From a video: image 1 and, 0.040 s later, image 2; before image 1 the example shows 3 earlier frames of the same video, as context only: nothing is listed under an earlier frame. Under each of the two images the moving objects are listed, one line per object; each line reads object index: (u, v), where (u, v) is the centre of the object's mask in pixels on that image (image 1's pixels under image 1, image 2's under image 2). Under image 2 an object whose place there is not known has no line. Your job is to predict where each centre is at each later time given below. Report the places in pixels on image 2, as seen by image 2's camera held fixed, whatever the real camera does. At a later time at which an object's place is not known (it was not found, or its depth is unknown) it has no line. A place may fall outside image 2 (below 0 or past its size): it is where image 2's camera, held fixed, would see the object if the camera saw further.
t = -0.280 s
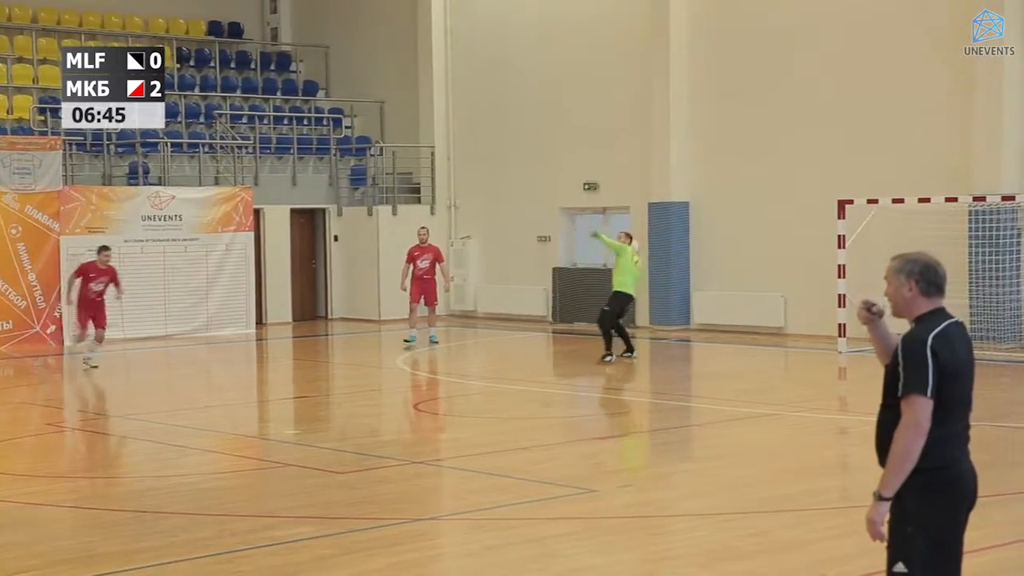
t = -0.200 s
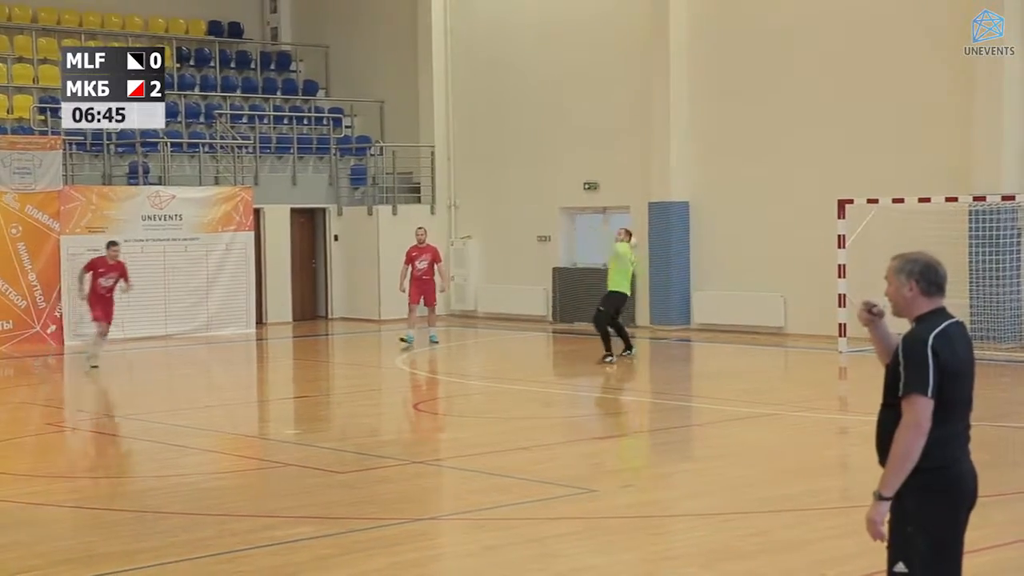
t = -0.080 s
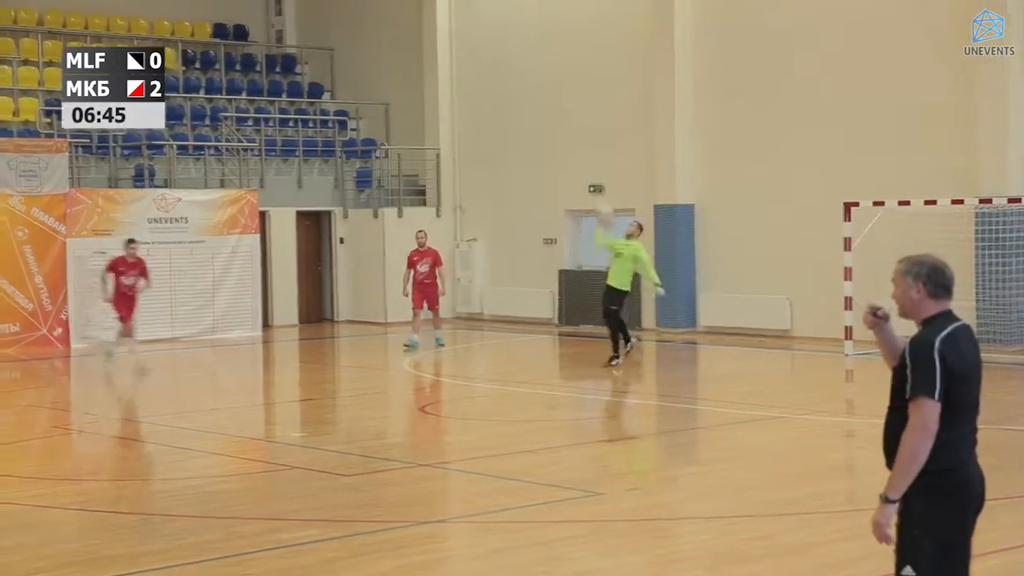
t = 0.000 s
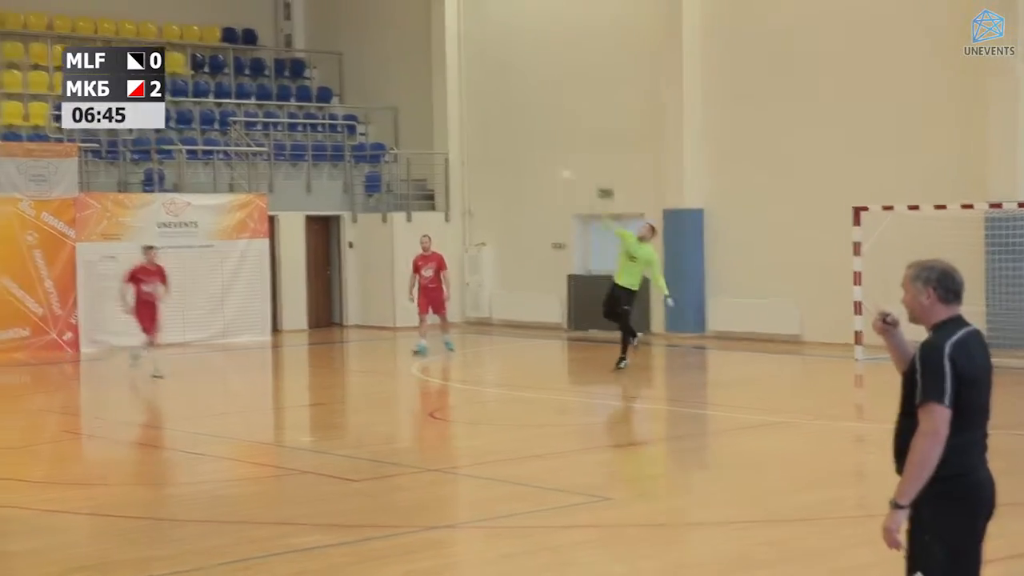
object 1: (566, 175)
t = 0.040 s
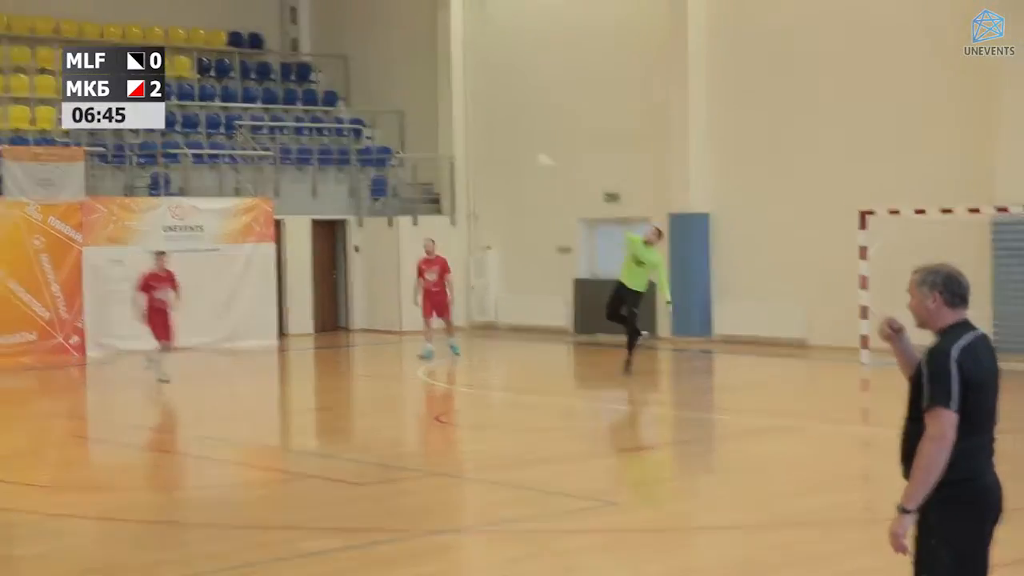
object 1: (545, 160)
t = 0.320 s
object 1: (329, 50)
